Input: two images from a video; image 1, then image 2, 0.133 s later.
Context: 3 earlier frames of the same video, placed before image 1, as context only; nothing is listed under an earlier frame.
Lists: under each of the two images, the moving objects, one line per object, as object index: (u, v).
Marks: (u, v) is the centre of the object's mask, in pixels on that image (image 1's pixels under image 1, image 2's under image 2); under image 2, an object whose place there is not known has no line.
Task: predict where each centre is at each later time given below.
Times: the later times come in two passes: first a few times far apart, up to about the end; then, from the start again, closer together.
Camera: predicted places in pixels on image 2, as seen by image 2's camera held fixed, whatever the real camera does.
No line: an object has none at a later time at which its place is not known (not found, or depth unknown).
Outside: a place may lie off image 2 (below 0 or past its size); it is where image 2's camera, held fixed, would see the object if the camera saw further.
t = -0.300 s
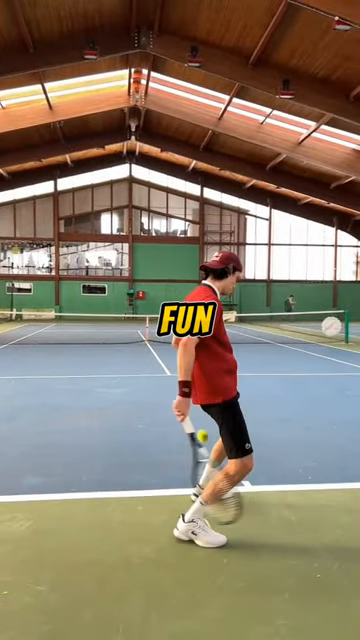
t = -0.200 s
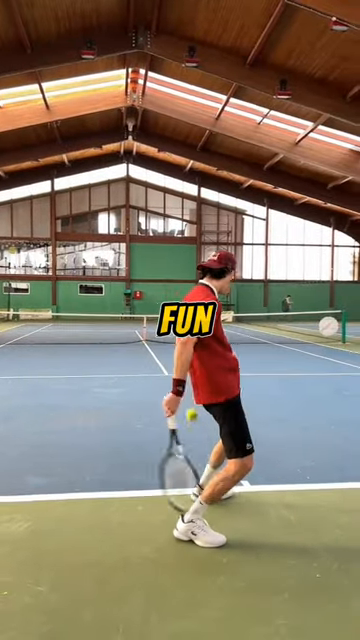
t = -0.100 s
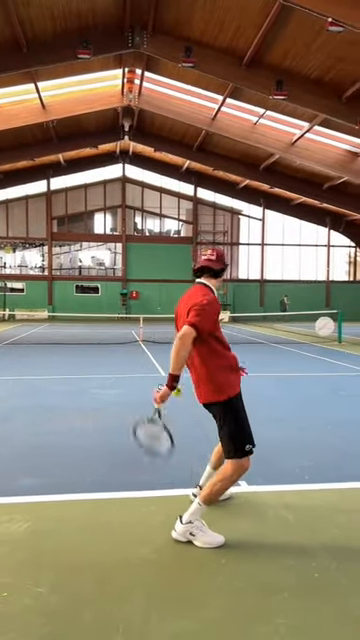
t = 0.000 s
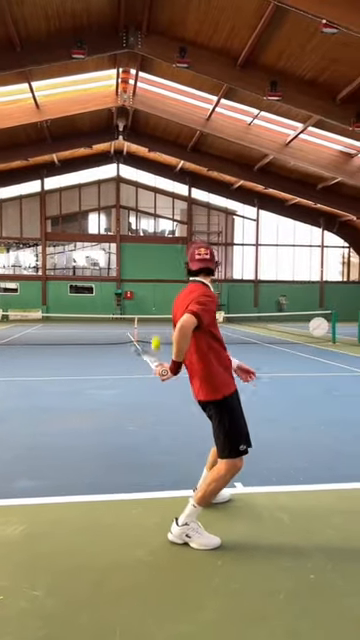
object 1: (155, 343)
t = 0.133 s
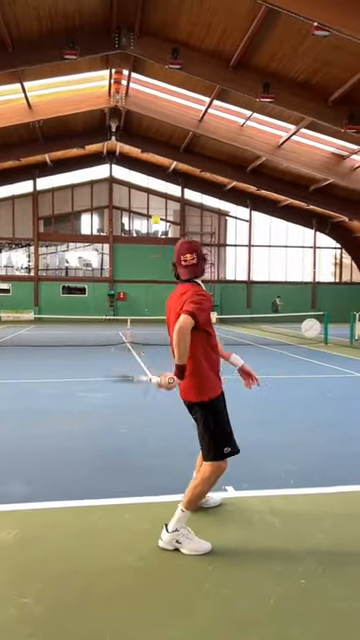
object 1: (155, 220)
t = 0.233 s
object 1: (156, 151)
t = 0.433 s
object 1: (147, 58)
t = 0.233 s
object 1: (156, 151)
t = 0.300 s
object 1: (154, 116)
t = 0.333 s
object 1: (153, 100)
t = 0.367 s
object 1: (151, 79)
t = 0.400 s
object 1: (149, 68)
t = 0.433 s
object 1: (147, 58)
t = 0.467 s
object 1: (144, 50)
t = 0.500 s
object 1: (141, 43)
